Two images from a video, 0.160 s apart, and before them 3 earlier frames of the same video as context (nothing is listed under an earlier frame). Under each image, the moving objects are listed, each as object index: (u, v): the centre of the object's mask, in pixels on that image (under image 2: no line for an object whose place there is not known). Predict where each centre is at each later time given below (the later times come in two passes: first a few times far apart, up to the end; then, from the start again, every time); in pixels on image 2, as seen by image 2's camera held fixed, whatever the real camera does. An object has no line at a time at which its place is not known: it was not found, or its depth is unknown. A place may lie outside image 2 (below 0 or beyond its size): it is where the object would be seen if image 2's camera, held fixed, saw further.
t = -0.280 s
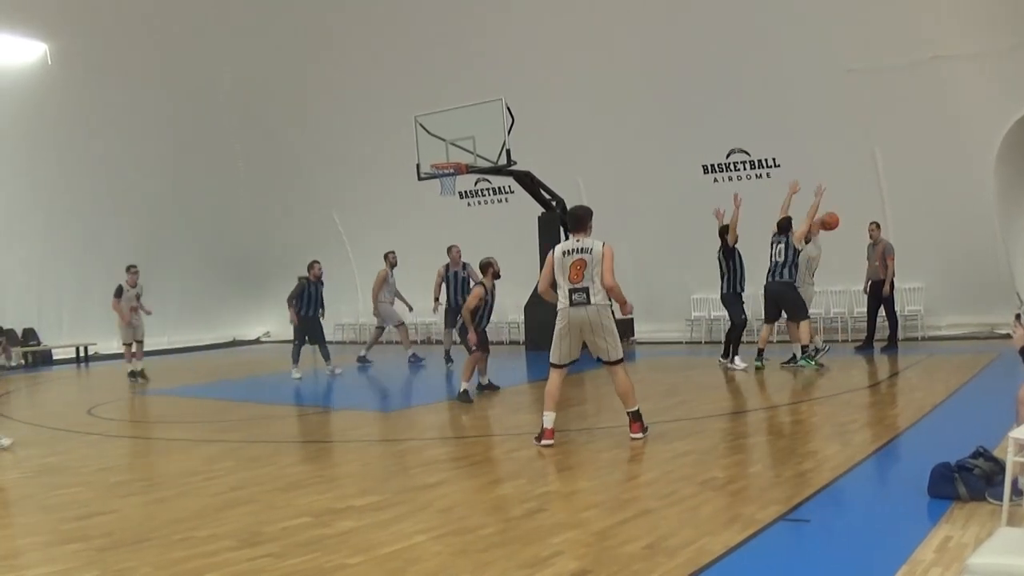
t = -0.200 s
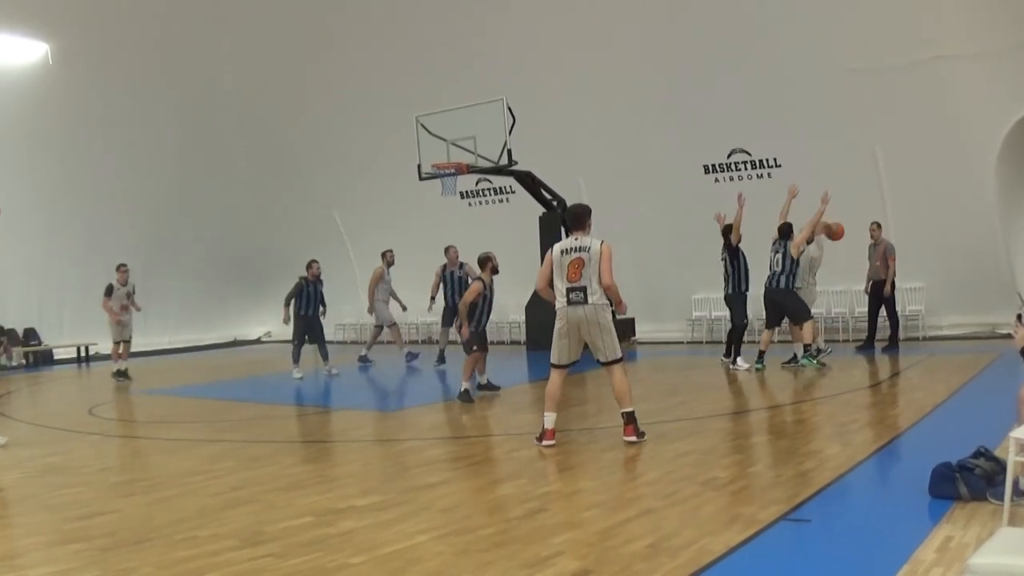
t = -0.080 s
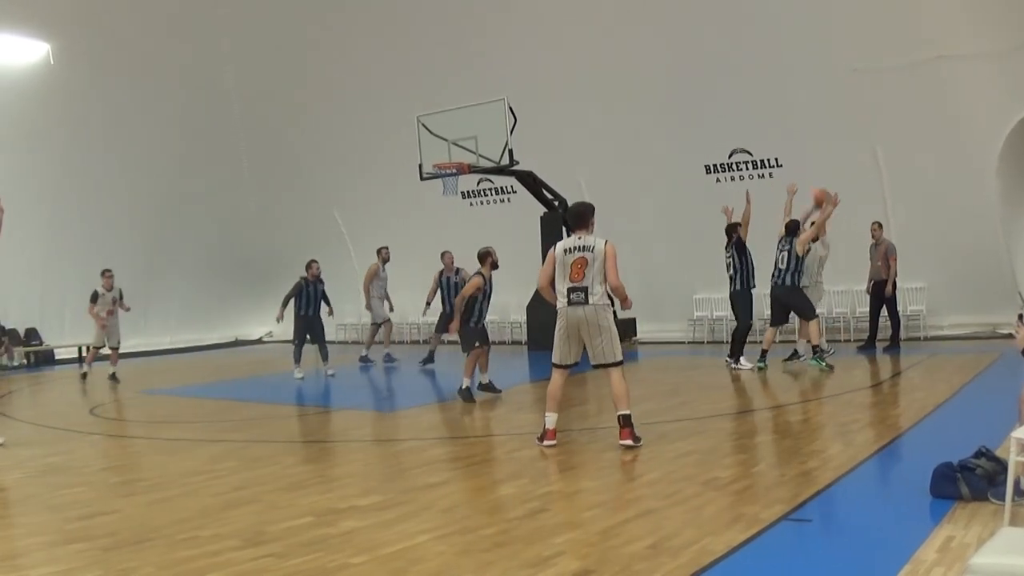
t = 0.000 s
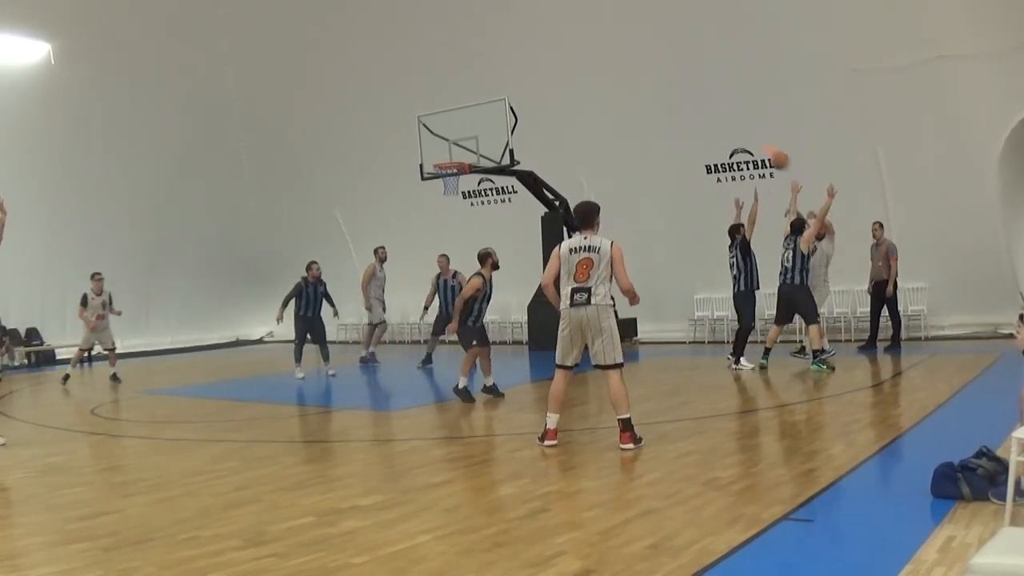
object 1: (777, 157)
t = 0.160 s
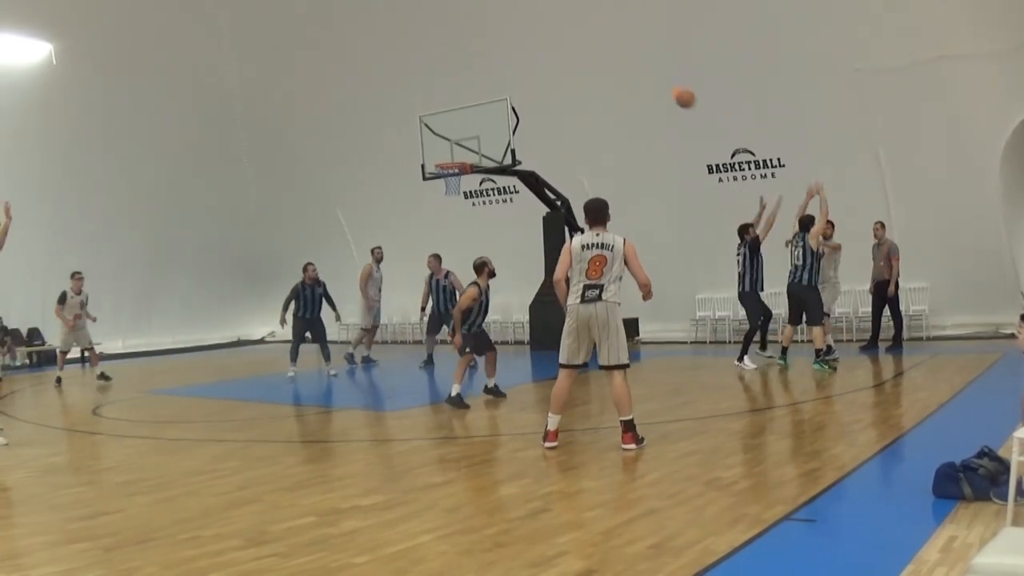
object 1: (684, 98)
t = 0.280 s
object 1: (608, 62)
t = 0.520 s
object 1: (455, 24)
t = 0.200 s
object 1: (659, 85)
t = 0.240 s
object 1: (633, 72)
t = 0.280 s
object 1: (608, 62)
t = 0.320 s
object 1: (579, 51)
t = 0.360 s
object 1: (556, 44)
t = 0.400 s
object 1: (530, 38)
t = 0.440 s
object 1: (505, 32)
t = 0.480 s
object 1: (480, 27)
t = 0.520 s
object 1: (455, 24)
